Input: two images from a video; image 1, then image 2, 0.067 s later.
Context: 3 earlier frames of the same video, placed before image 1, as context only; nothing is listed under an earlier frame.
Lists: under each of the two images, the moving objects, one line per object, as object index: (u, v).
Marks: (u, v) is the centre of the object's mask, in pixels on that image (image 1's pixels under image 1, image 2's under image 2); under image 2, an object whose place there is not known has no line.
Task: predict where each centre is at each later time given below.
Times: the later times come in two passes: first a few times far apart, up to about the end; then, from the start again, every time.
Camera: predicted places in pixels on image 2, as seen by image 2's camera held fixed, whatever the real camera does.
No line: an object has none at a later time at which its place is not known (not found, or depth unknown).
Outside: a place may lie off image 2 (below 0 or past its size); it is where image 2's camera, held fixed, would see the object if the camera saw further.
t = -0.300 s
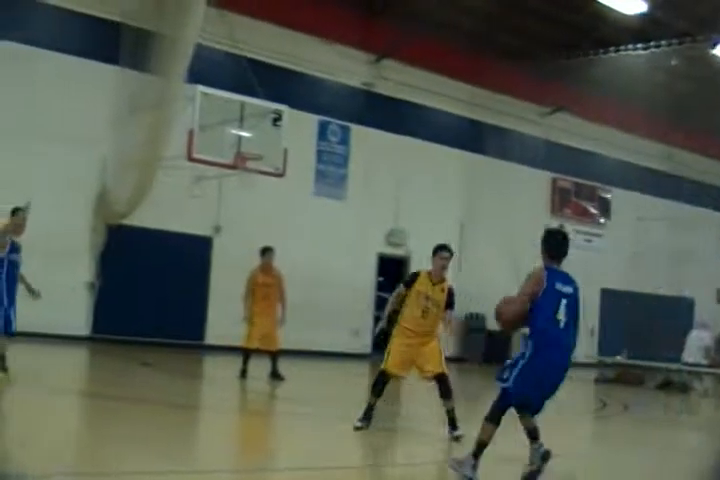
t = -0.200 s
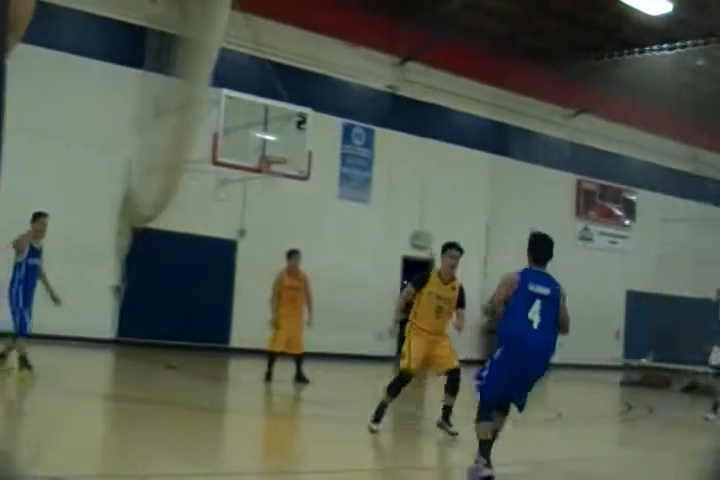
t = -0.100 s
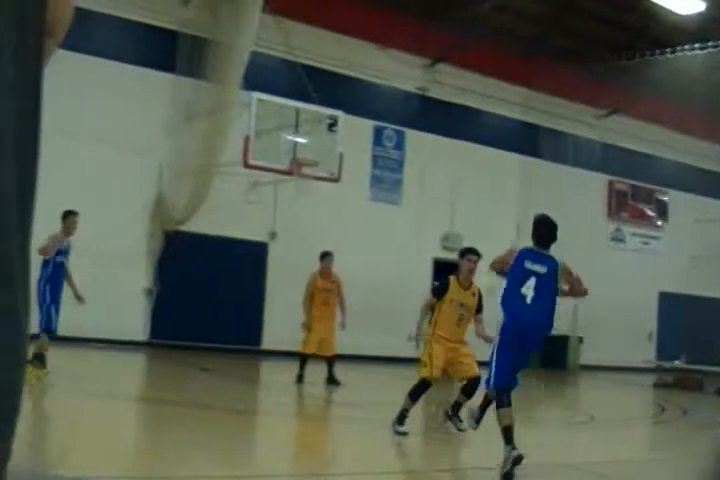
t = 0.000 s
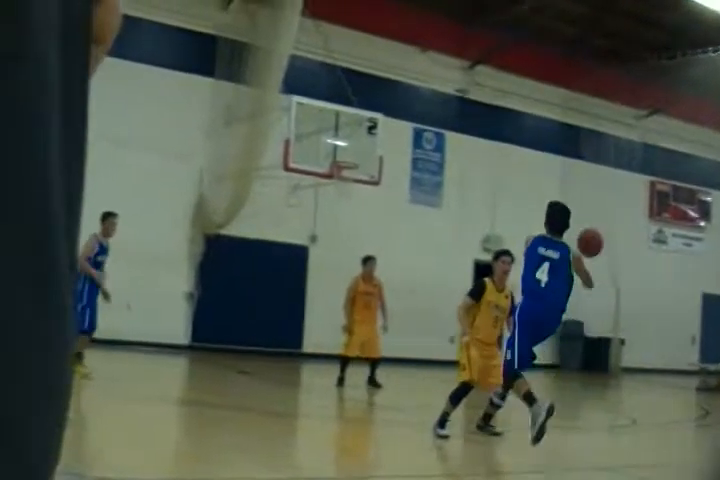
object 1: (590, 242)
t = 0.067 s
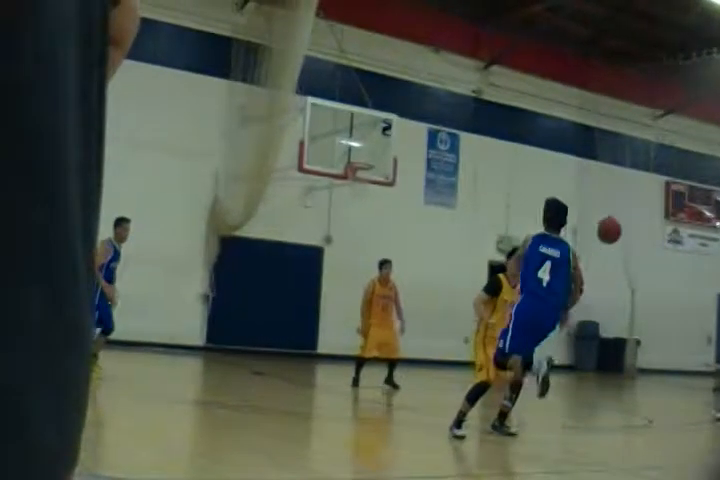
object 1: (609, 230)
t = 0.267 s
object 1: (617, 226)
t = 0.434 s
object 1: (620, 249)
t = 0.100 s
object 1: (611, 226)
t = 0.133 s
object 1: (612, 224)
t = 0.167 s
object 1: (614, 223)
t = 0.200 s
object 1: (615, 223)
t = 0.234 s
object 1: (616, 224)
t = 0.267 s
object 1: (617, 226)
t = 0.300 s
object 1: (618, 230)
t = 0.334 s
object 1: (619, 234)
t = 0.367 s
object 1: (620, 238)
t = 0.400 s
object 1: (621, 243)
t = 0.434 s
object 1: (620, 249)
